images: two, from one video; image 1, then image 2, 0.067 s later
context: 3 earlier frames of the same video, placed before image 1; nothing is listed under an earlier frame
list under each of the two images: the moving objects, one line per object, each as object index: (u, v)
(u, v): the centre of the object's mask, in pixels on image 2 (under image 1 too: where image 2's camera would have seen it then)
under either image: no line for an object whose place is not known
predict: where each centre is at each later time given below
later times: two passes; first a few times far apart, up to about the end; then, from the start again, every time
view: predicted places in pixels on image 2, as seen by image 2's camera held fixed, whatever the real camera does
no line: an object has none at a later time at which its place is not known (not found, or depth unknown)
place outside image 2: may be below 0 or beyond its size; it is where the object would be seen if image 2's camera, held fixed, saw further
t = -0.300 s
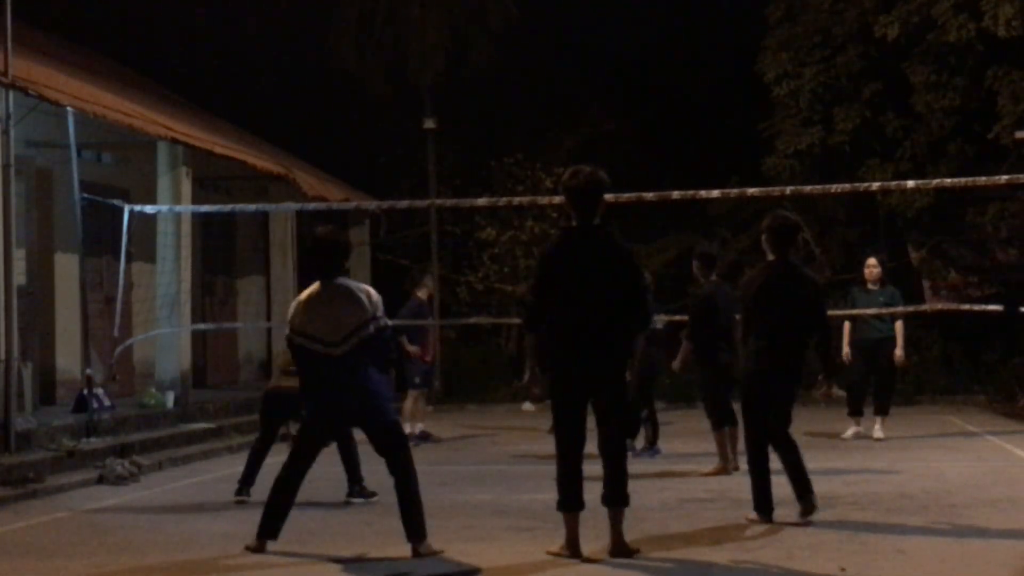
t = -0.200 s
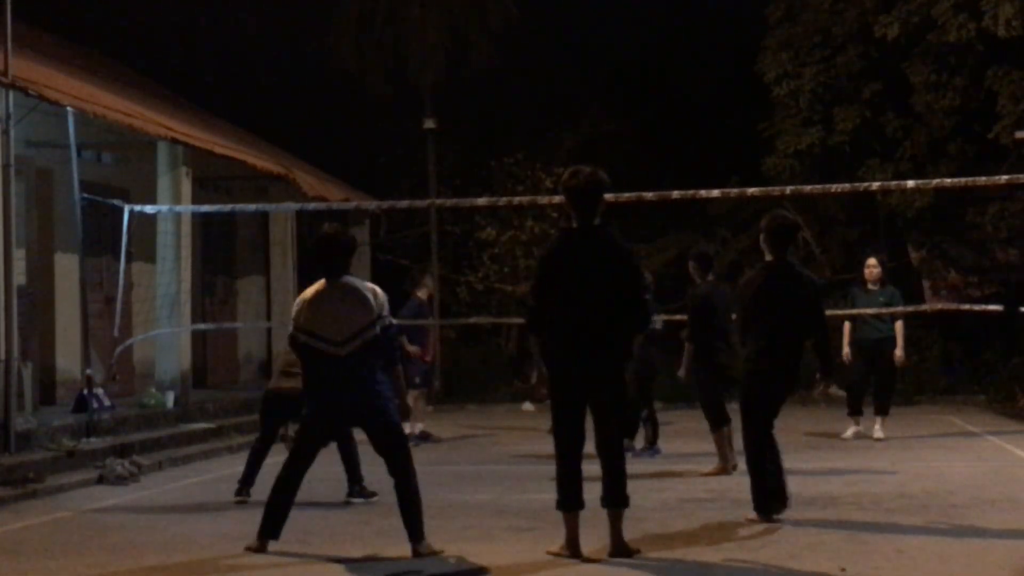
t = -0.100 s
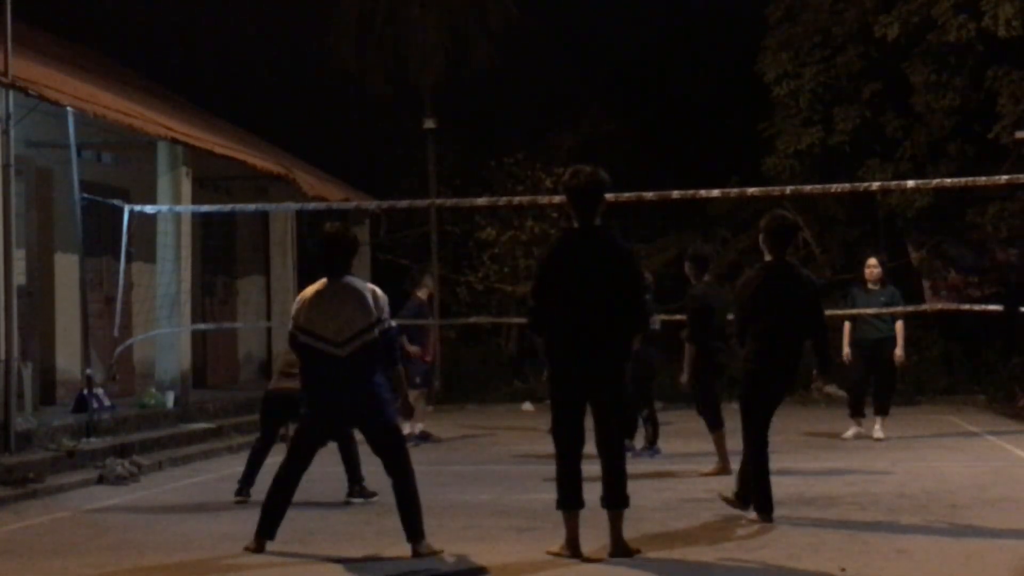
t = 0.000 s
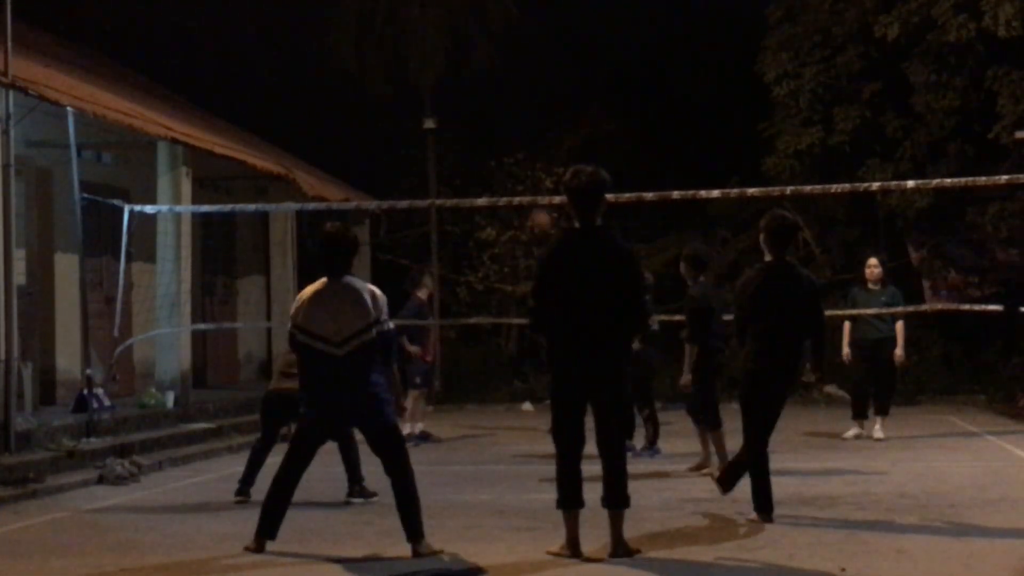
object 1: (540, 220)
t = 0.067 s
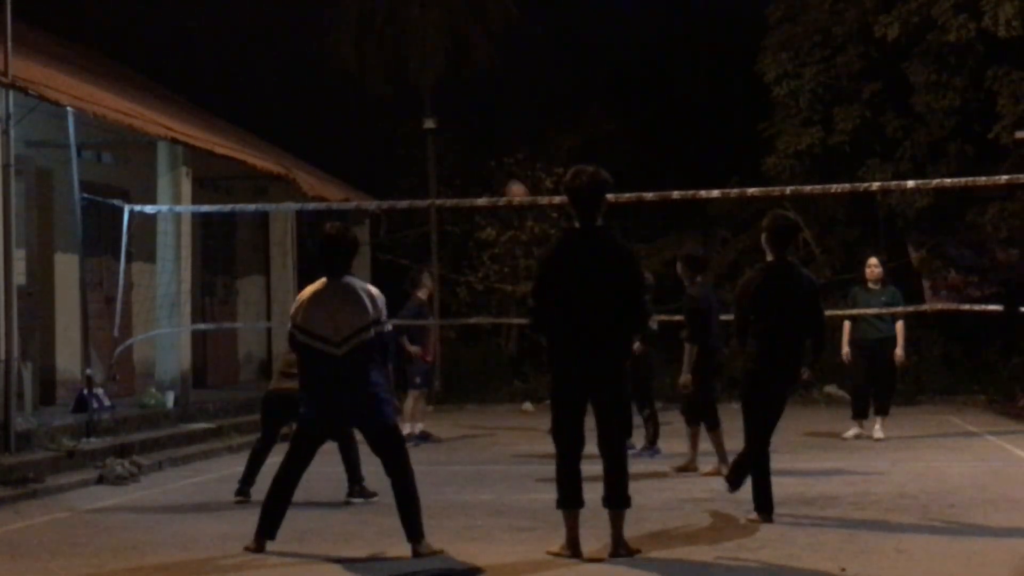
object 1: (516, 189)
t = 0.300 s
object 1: (435, 126)
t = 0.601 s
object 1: (307, 103)
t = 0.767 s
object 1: (211, 153)
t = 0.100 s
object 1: (505, 181)
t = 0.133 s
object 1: (492, 168)
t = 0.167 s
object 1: (482, 158)
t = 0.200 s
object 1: (470, 149)
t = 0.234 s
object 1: (458, 140)
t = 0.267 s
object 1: (447, 133)
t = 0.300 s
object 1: (435, 126)
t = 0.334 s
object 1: (422, 119)
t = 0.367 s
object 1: (410, 113)
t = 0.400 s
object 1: (396, 108)
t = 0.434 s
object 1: (383, 104)
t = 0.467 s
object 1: (369, 101)
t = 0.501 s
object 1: (354, 99)
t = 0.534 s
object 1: (339, 99)
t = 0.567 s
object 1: (324, 100)
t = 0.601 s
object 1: (307, 103)
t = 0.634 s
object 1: (289, 108)
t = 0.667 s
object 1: (272, 115)
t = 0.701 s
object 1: (254, 124)
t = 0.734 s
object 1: (235, 136)
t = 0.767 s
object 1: (211, 153)
